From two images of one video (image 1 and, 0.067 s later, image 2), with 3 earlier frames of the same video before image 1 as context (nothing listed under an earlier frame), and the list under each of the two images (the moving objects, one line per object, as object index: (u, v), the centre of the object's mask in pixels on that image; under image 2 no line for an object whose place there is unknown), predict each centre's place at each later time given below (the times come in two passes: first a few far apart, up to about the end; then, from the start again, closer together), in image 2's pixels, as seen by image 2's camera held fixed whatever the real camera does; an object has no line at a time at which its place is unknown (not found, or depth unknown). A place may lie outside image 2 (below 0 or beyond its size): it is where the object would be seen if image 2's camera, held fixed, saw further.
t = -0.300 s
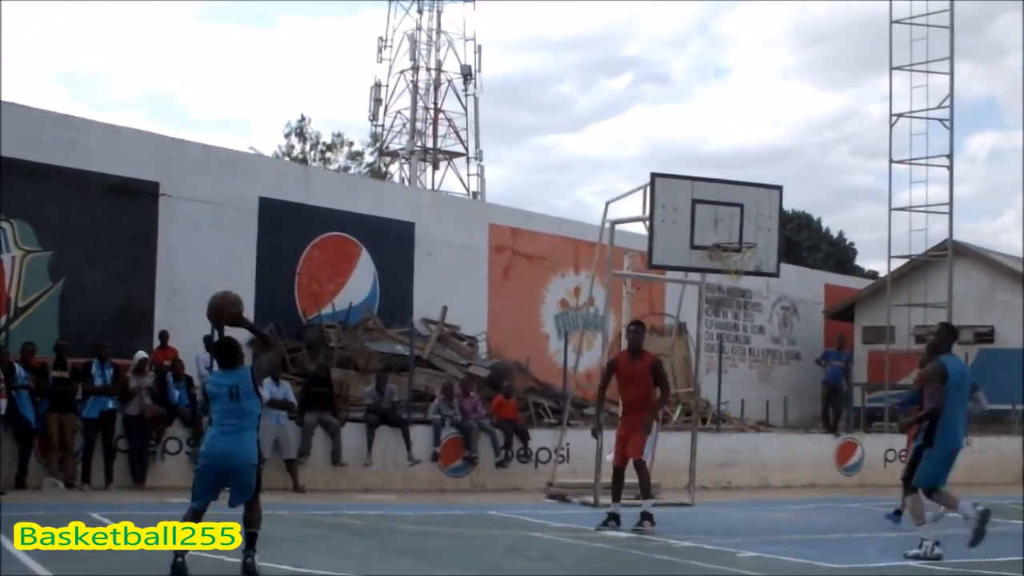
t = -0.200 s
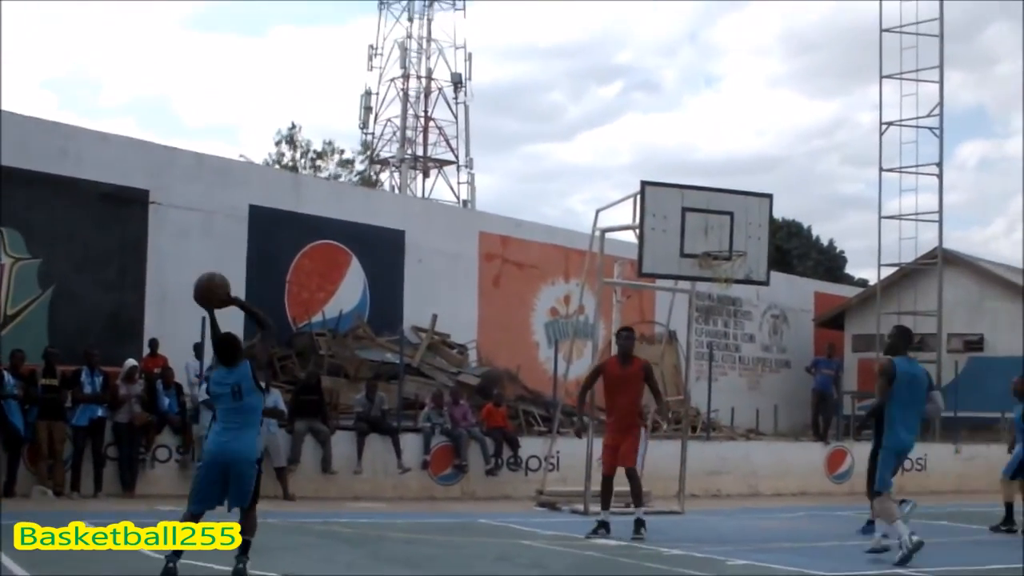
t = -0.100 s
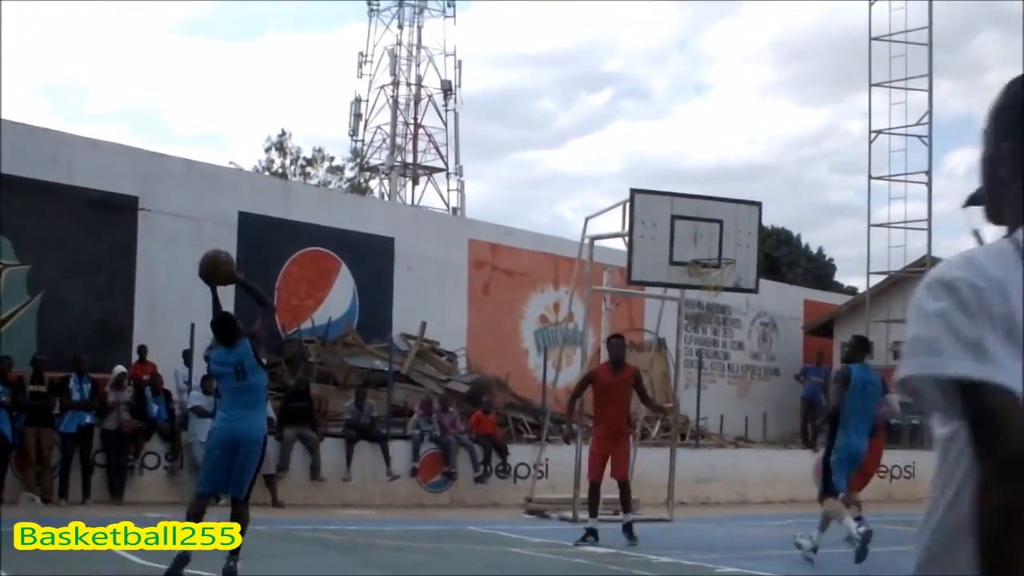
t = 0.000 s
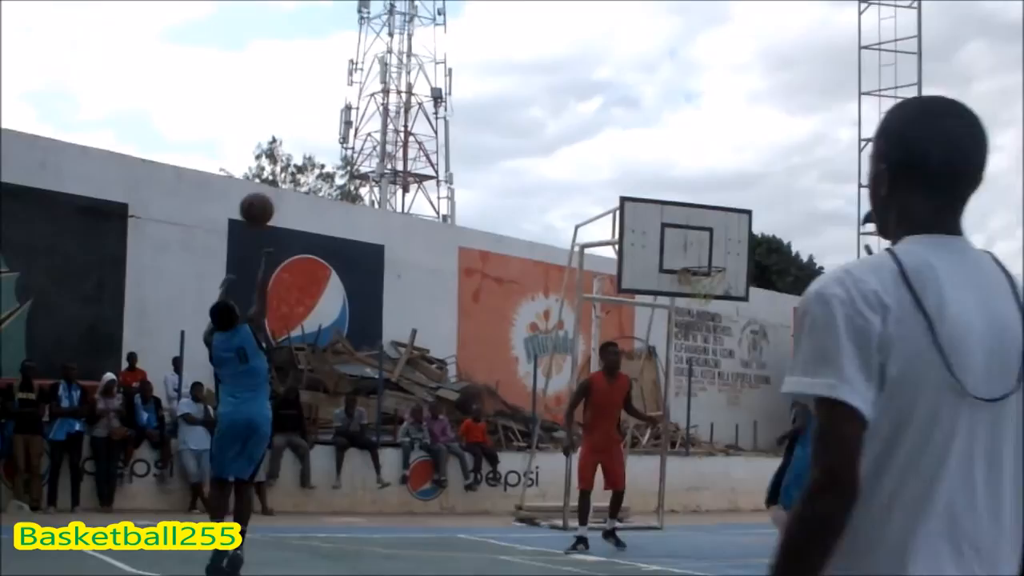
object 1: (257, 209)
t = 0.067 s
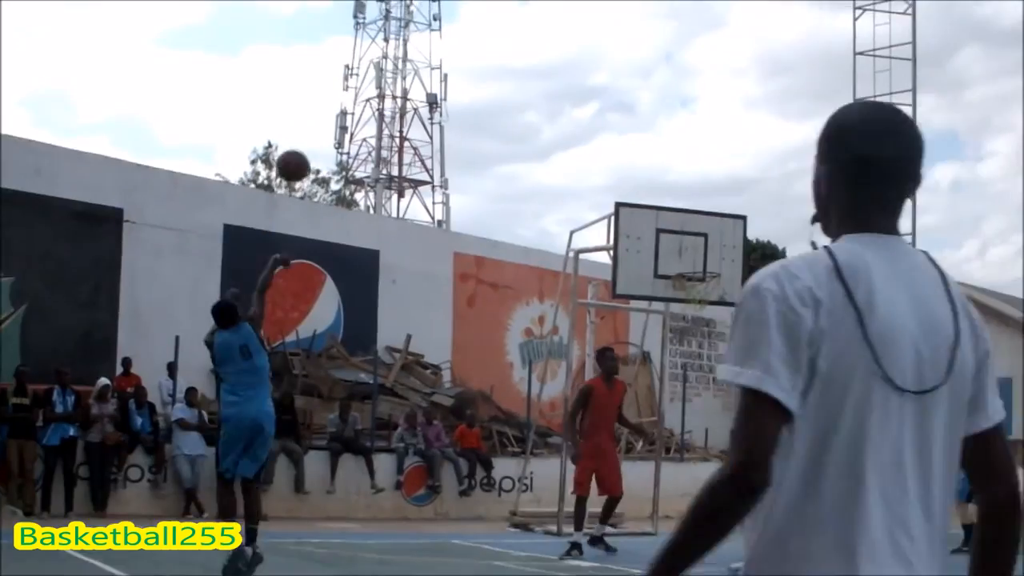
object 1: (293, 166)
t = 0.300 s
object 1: (415, 62)
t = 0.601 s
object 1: (531, 43)
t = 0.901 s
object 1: (619, 112)
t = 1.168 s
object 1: (681, 232)
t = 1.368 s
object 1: (707, 315)
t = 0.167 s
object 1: (349, 110)
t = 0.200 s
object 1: (367, 95)
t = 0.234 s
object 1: (383, 83)
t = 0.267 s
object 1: (399, 71)
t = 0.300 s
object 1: (415, 62)
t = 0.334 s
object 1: (430, 54)
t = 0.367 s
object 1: (444, 48)
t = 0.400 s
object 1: (458, 43)
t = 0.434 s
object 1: (471, 40)
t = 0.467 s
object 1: (484, 38)
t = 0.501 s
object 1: (496, 37)
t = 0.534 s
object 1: (508, 38)
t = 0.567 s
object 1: (520, 40)
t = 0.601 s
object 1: (531, 43)
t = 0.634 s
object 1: (542, 47)
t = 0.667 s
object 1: (552, 52)
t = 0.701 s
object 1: (562, 58)
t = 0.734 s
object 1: (572, 66)
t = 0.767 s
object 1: (582, 73)
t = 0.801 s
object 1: (593, 81)
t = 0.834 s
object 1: (602, 90)
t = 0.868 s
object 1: (611, 101)
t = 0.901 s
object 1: (619, 112)
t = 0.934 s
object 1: (628, 125)
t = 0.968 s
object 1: (636, 138)
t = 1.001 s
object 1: (643, 152)
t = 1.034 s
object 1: (651, 167)
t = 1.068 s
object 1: (659, 182)
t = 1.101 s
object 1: (667, 198)
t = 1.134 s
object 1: (674, 214)
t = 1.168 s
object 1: (681, 232)
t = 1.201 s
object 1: (687, 250)
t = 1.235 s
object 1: (695, 270)
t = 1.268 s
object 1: (701, 287)
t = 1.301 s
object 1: (705, 297)
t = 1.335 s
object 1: (706, 305)
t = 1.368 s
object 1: (707, 315)
